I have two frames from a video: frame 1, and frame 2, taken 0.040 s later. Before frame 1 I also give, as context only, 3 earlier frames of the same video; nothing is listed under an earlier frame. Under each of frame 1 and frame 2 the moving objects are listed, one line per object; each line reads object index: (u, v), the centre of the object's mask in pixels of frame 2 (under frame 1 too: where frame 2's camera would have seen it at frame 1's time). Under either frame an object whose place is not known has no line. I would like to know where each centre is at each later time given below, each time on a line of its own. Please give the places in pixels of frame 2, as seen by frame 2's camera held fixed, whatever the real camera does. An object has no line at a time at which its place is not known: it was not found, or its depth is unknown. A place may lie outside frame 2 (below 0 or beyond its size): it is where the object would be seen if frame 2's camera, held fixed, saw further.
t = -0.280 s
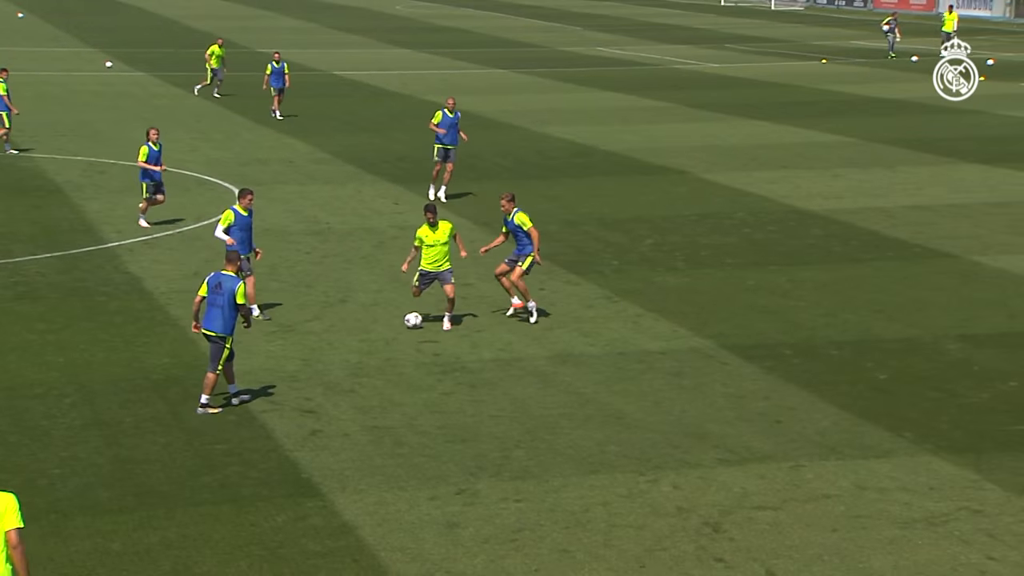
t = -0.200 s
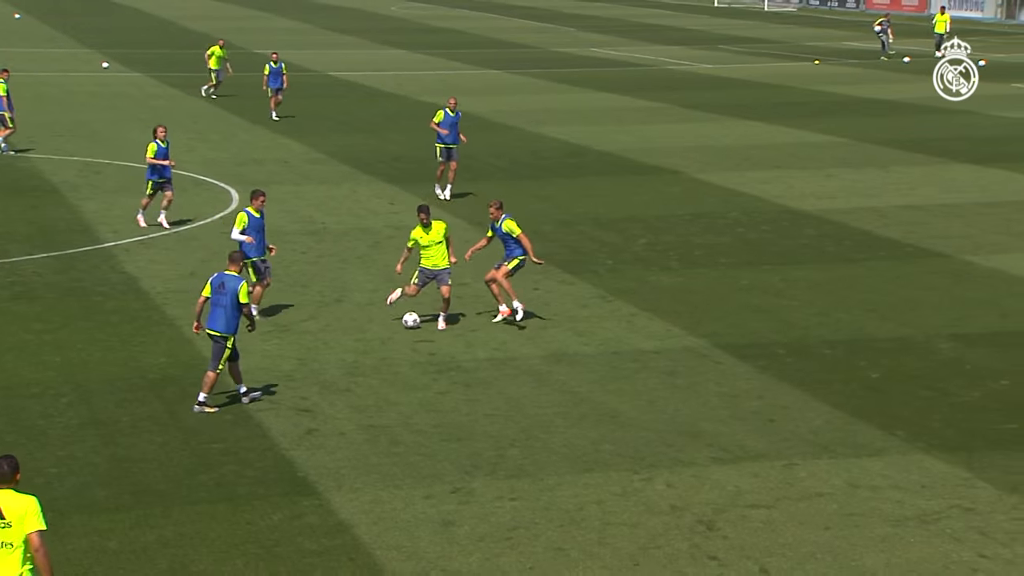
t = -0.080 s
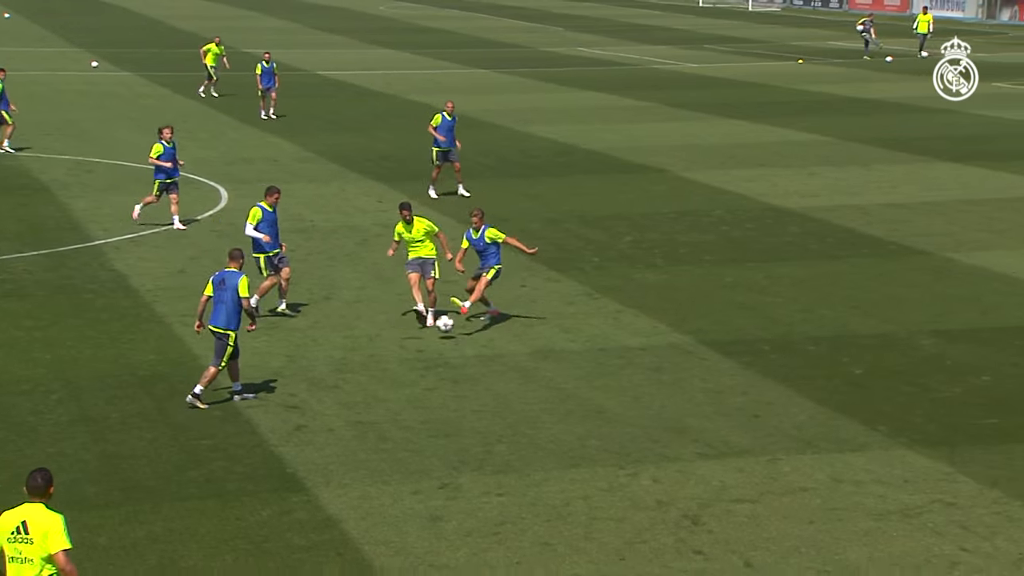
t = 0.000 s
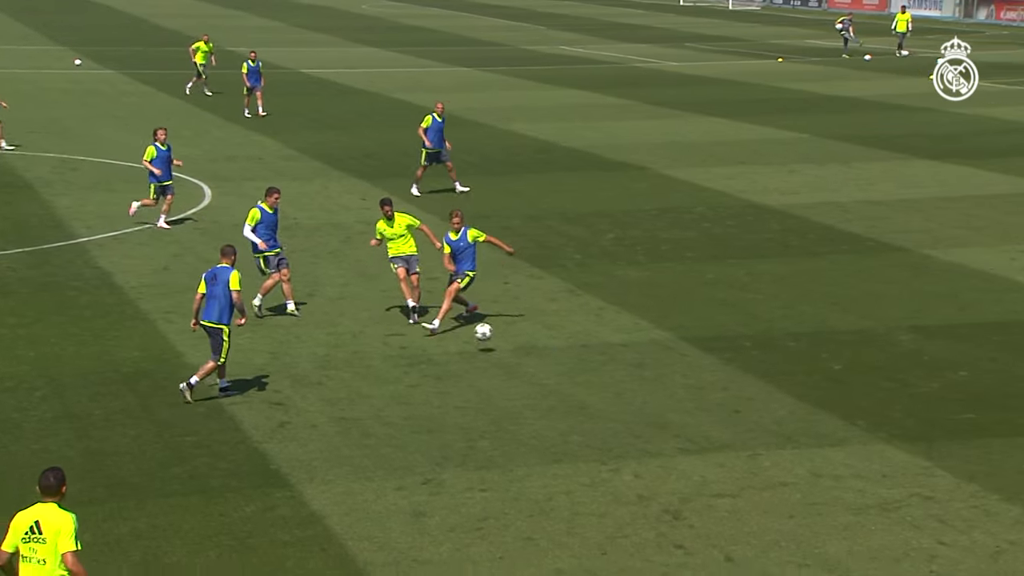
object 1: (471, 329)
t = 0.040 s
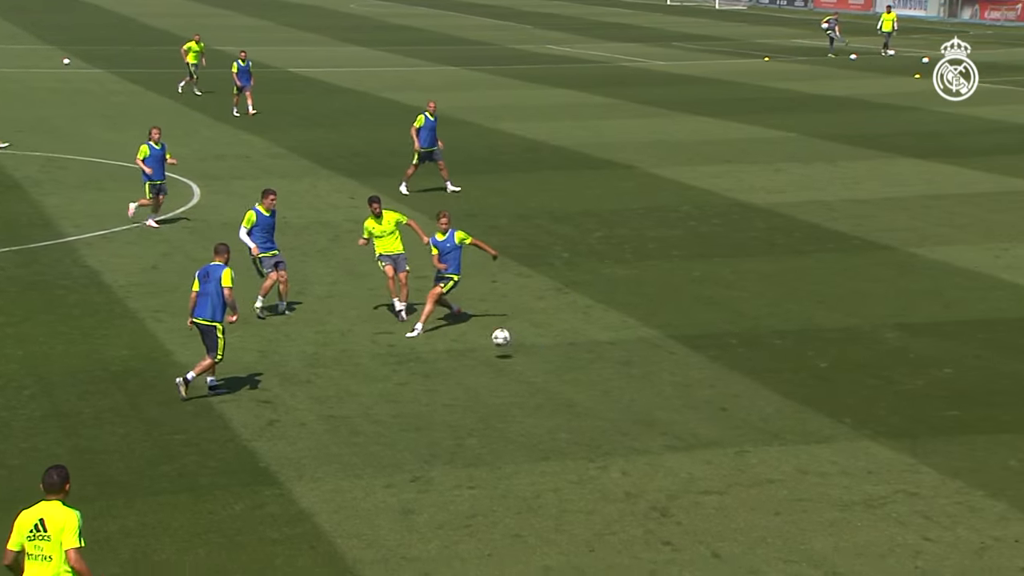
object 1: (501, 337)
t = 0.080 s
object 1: (531, 346)
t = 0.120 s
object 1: (563, 355)
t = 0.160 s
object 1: (596, 367)
